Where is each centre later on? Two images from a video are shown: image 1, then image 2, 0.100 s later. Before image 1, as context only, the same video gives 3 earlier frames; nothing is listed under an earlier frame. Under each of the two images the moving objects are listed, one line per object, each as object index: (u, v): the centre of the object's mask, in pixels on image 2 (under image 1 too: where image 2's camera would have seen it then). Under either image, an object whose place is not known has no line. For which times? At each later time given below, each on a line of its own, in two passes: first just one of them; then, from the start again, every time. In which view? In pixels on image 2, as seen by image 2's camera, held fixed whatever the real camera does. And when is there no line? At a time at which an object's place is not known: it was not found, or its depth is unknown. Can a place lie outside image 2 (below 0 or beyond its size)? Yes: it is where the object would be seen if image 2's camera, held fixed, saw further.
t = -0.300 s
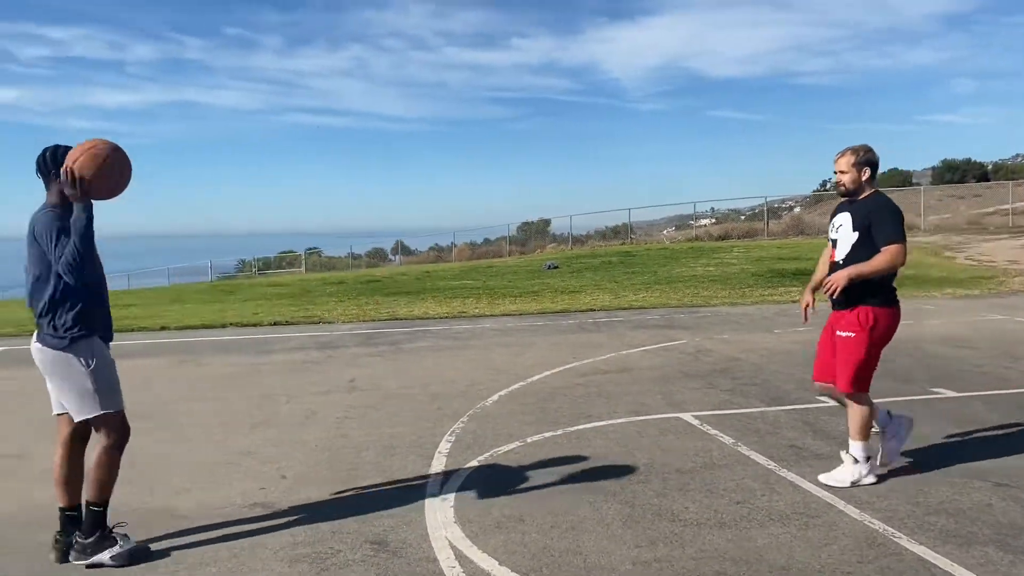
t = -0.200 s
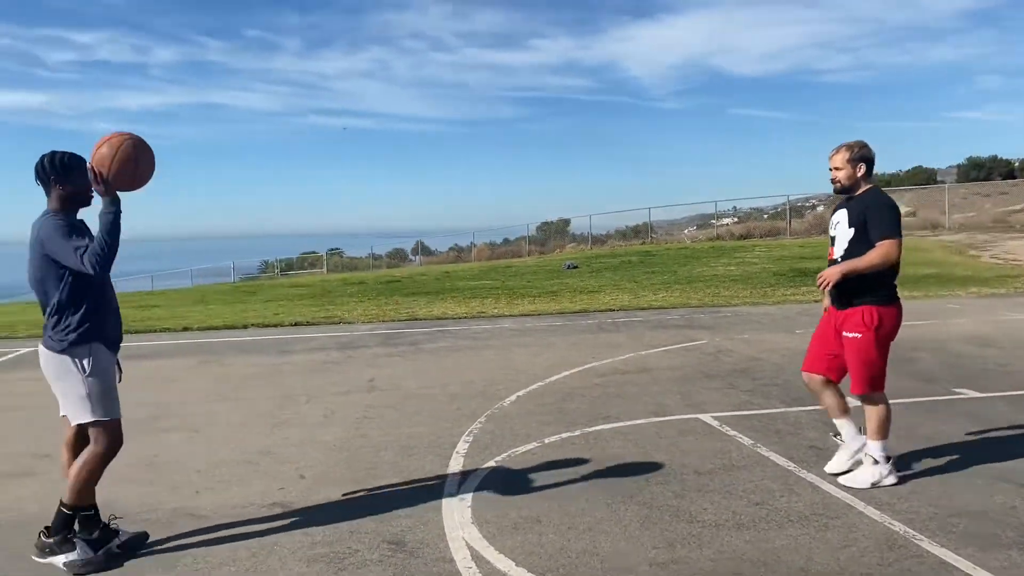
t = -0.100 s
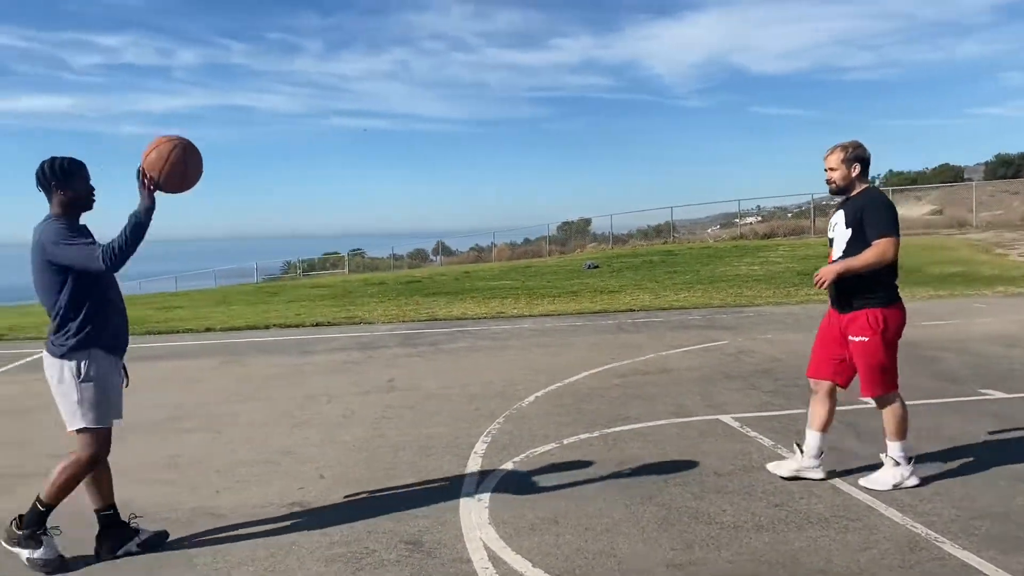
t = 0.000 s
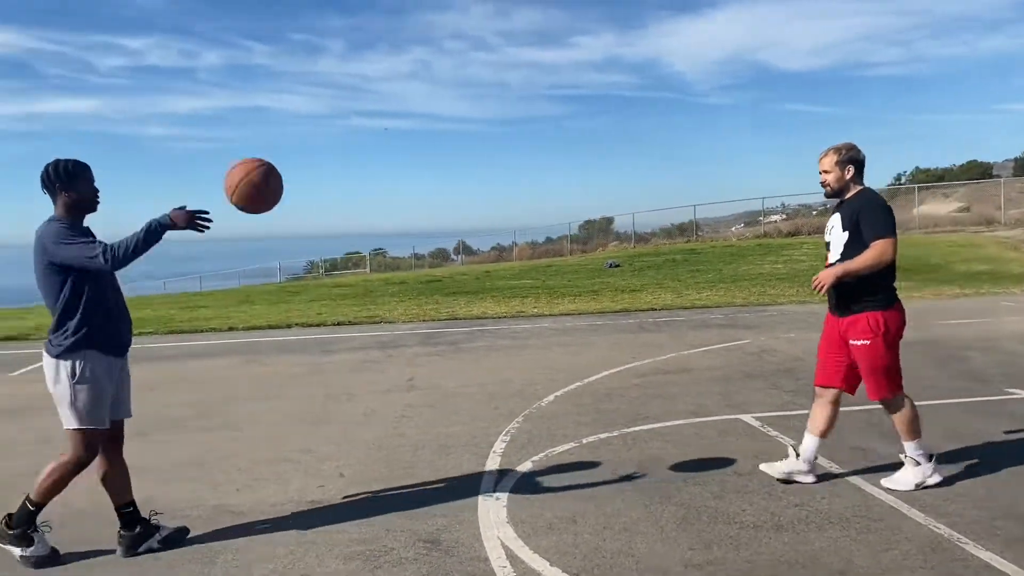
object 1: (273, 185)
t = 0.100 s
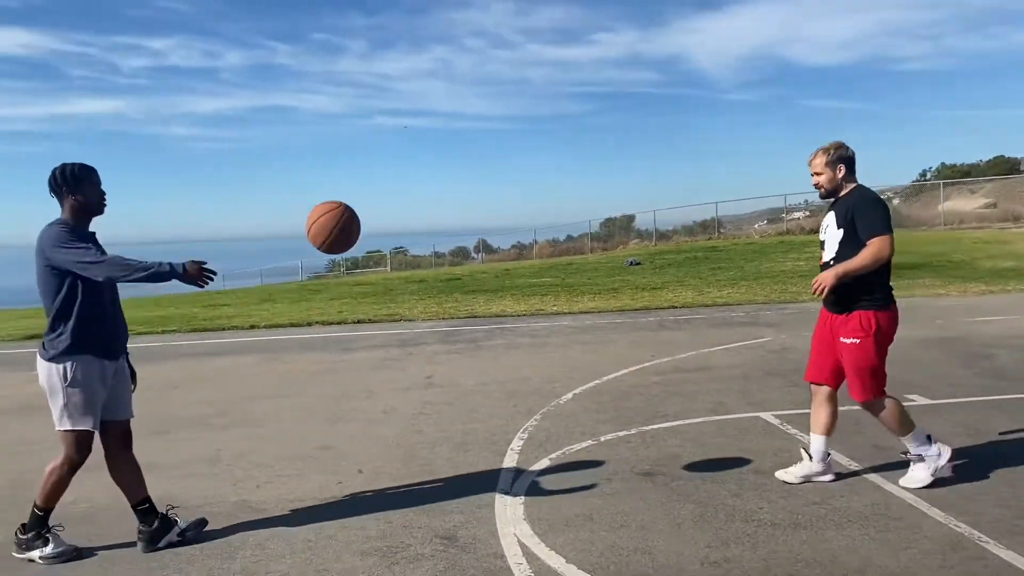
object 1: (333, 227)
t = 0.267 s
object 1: (426, 339)
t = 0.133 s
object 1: (352, 246)
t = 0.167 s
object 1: (371, 266)
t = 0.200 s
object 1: (389, 289)
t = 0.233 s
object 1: (407, 312)
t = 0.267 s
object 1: (426, 339)
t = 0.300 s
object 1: (444, 367)
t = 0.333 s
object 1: (462, 397)
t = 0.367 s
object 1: (480, 430)
